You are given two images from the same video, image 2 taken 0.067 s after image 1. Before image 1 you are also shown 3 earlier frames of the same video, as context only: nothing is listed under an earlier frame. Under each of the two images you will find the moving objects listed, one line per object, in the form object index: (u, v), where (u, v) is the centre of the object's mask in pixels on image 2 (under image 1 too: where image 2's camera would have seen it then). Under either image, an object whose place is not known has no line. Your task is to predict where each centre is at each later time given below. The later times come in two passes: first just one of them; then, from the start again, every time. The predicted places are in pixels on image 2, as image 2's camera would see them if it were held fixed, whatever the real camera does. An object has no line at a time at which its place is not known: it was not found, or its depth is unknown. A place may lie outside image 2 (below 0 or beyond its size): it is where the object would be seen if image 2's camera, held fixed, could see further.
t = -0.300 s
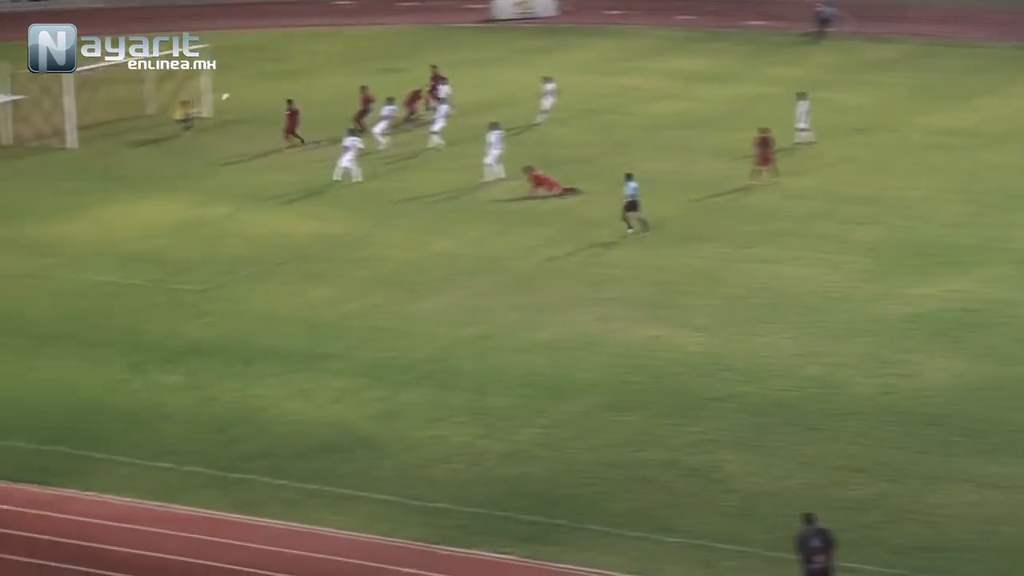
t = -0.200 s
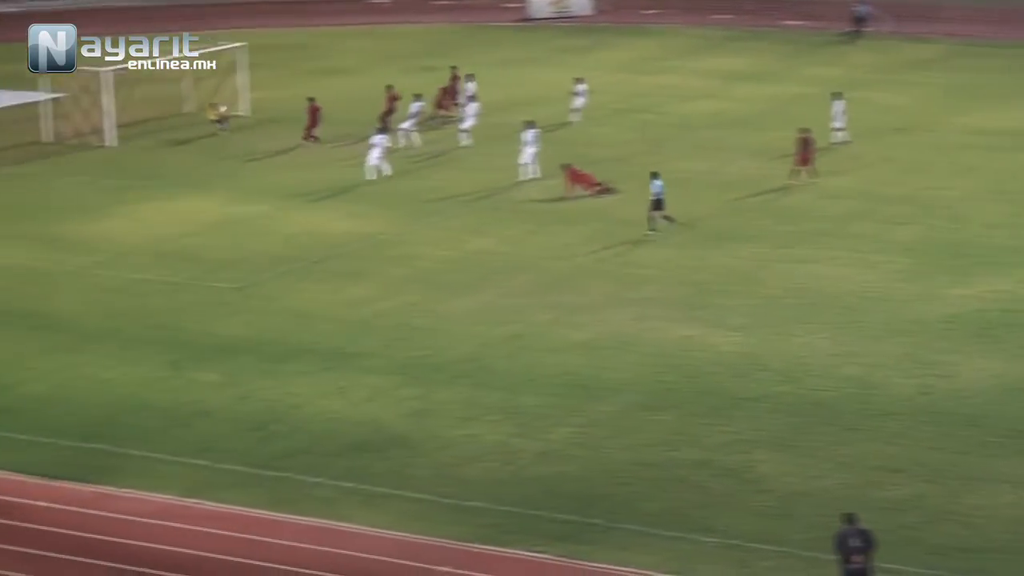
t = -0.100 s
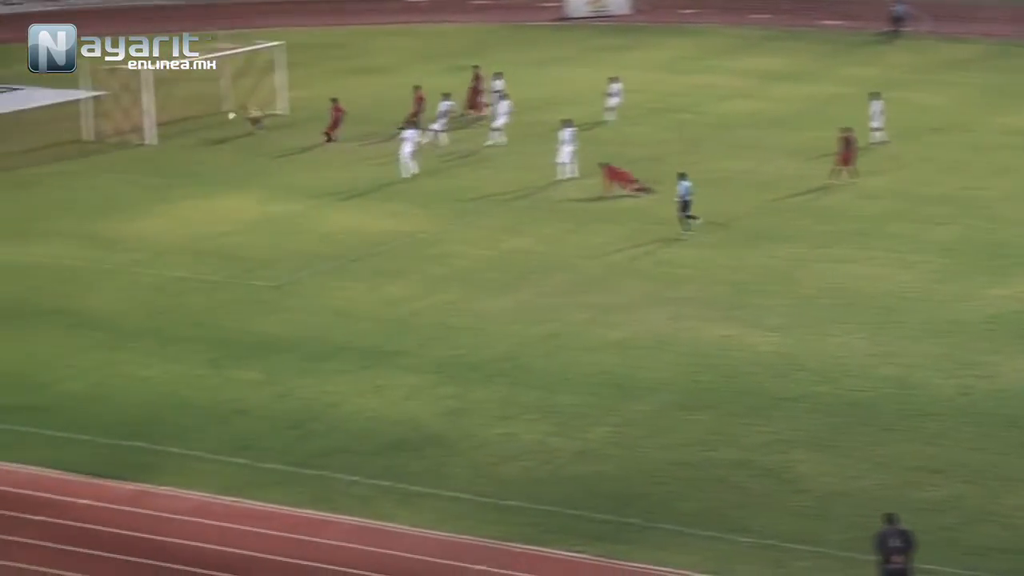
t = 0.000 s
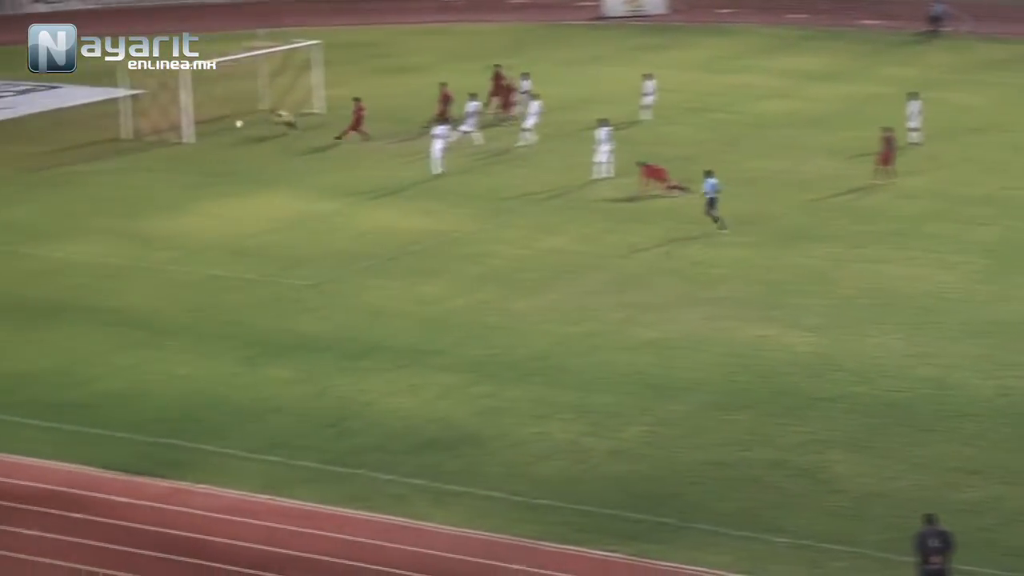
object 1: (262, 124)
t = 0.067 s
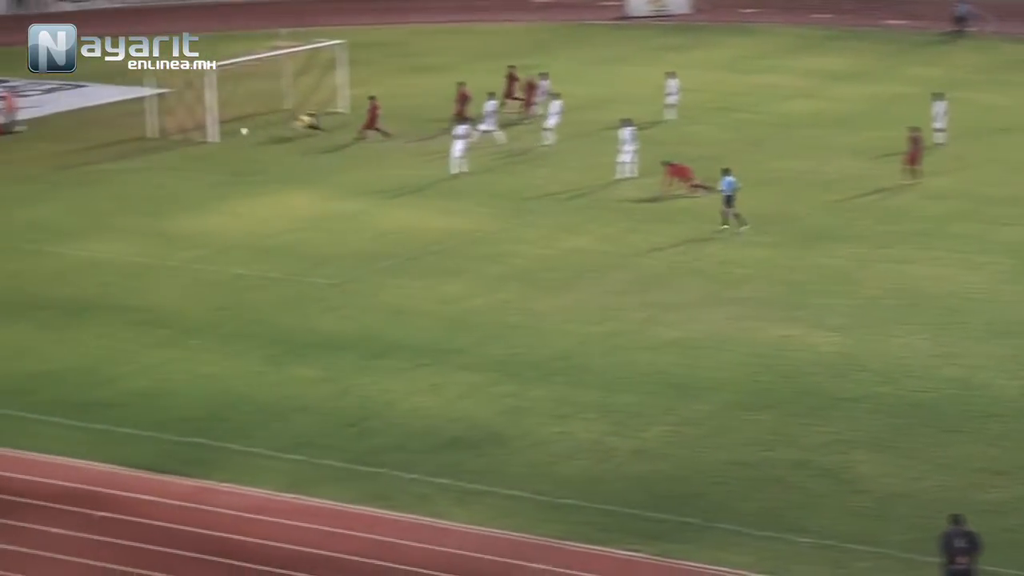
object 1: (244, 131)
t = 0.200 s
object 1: (207, 149)
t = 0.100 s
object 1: (235, 135)
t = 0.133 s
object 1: (224, 139)
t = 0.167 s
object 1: (216, 144)
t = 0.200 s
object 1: (207, 149)
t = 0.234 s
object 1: (197, 153)
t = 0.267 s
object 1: (188, 151)
